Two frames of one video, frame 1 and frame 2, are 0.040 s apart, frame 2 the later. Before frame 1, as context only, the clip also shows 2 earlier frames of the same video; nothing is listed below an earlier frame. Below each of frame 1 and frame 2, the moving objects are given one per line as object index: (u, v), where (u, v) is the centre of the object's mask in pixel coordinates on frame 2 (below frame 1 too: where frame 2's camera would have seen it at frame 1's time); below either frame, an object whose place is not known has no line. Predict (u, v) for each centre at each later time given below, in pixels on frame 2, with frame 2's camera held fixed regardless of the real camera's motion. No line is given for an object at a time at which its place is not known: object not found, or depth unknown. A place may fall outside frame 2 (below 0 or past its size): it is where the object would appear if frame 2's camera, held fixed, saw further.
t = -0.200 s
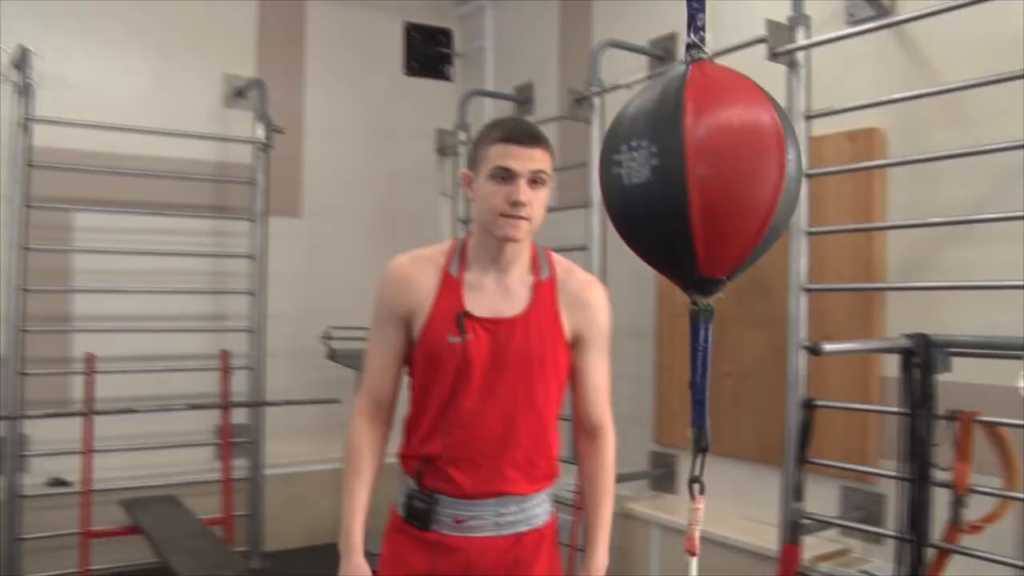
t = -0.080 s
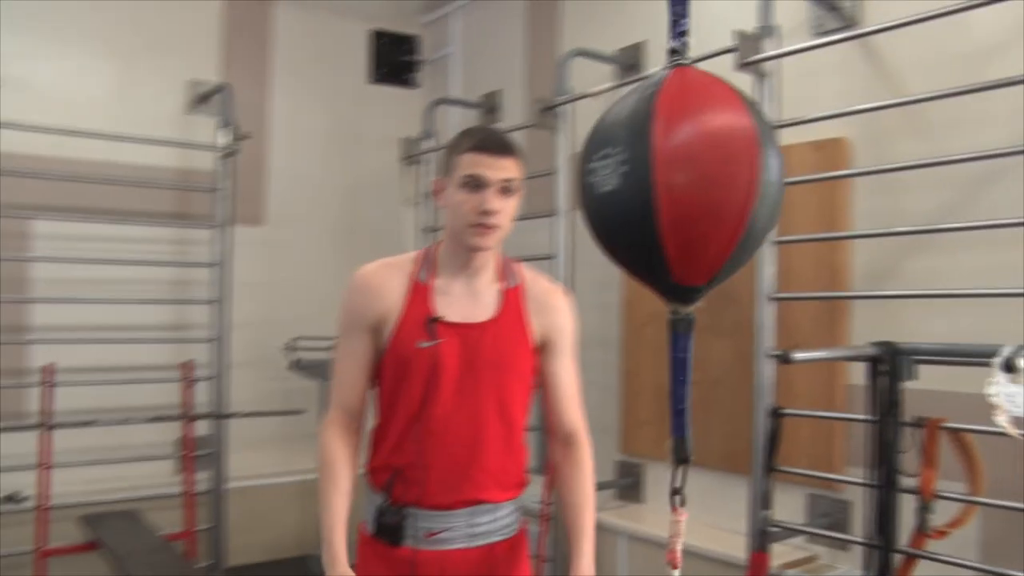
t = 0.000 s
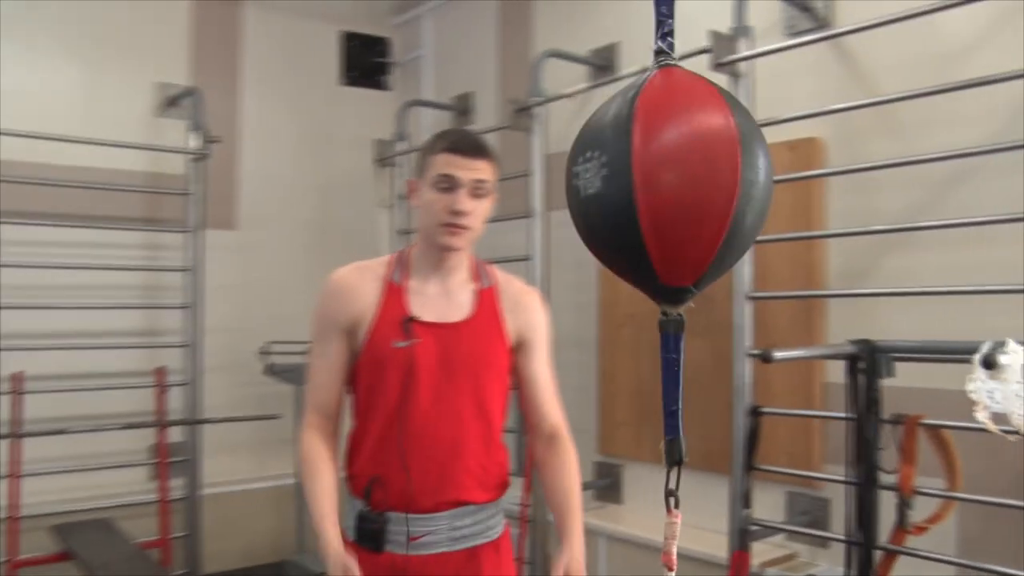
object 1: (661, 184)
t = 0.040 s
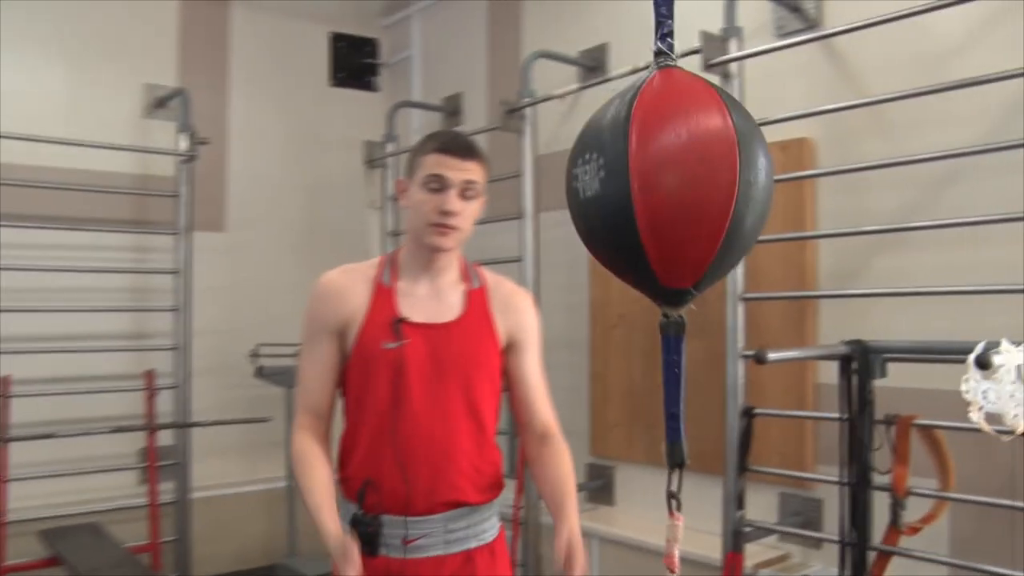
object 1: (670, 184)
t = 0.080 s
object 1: (679, 186)
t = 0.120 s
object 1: (690, 187)
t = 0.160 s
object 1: (700, 187)
